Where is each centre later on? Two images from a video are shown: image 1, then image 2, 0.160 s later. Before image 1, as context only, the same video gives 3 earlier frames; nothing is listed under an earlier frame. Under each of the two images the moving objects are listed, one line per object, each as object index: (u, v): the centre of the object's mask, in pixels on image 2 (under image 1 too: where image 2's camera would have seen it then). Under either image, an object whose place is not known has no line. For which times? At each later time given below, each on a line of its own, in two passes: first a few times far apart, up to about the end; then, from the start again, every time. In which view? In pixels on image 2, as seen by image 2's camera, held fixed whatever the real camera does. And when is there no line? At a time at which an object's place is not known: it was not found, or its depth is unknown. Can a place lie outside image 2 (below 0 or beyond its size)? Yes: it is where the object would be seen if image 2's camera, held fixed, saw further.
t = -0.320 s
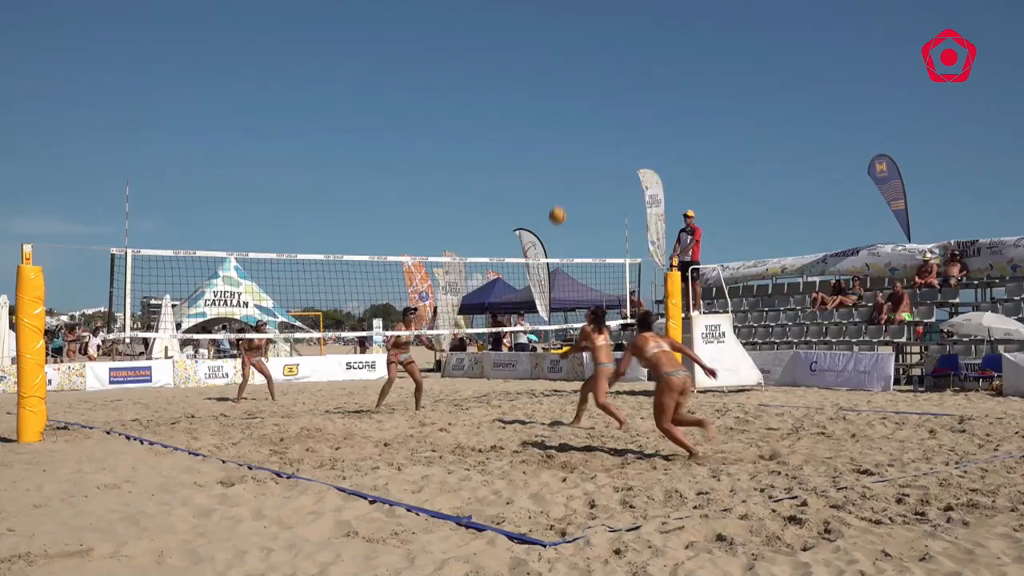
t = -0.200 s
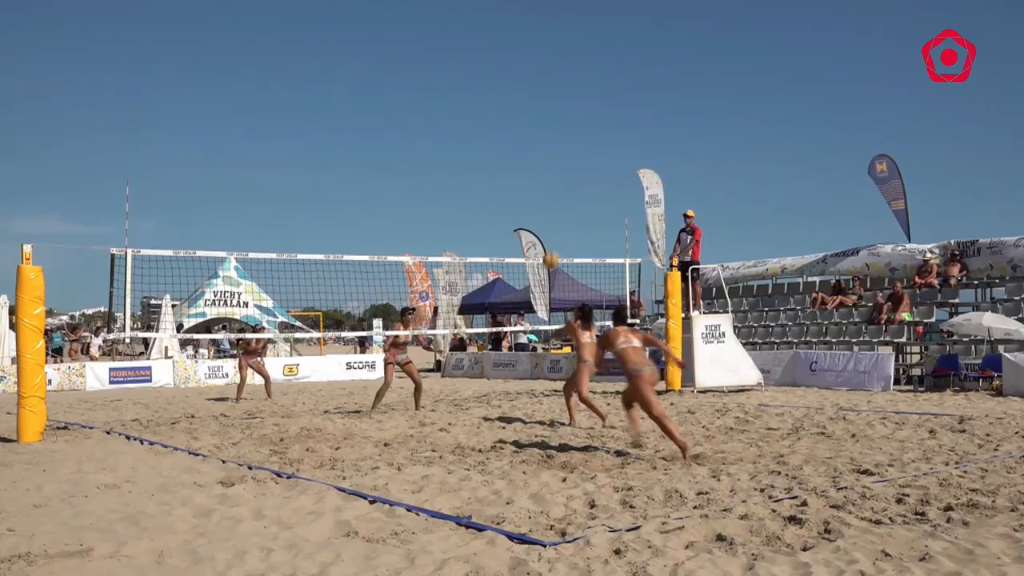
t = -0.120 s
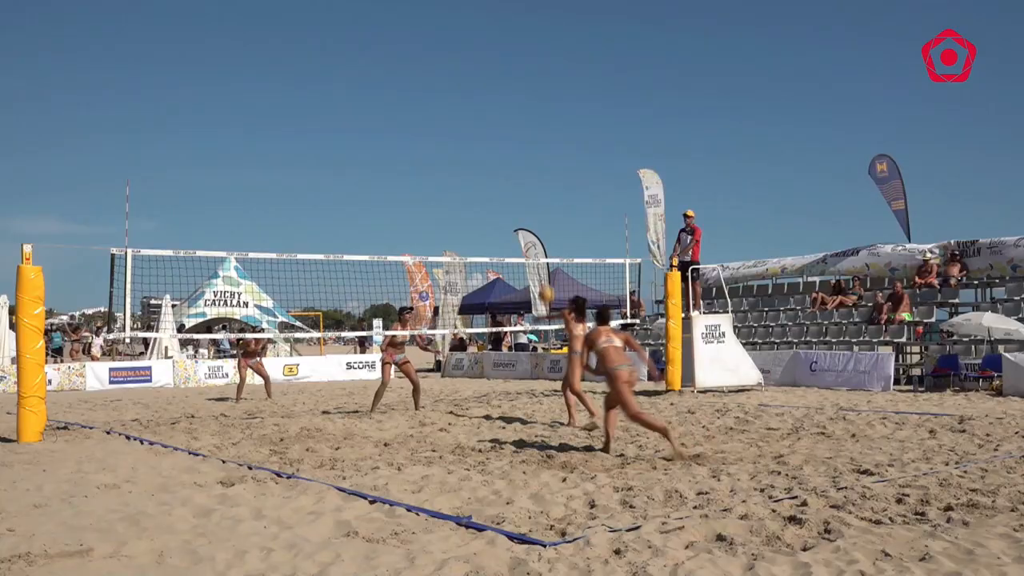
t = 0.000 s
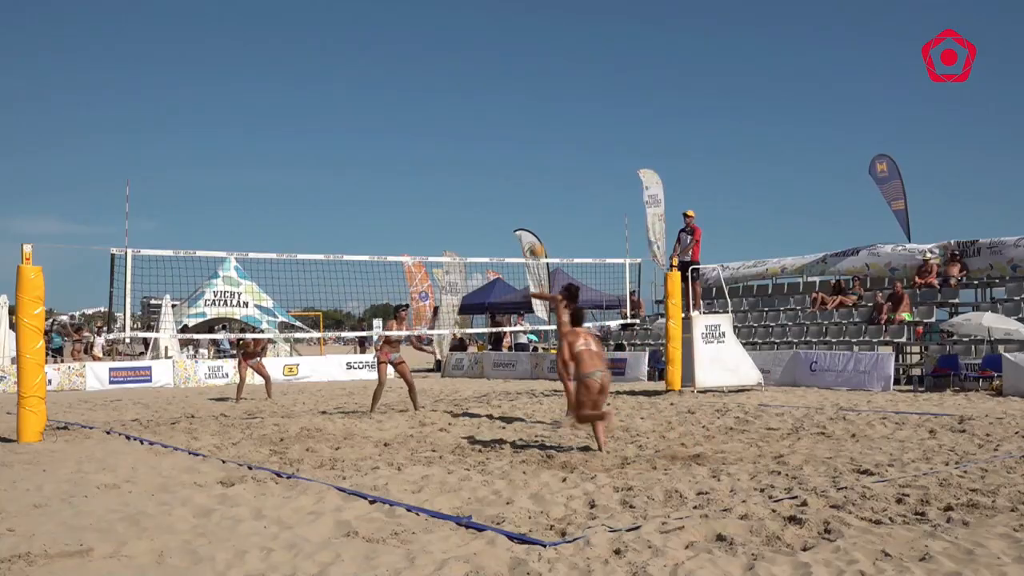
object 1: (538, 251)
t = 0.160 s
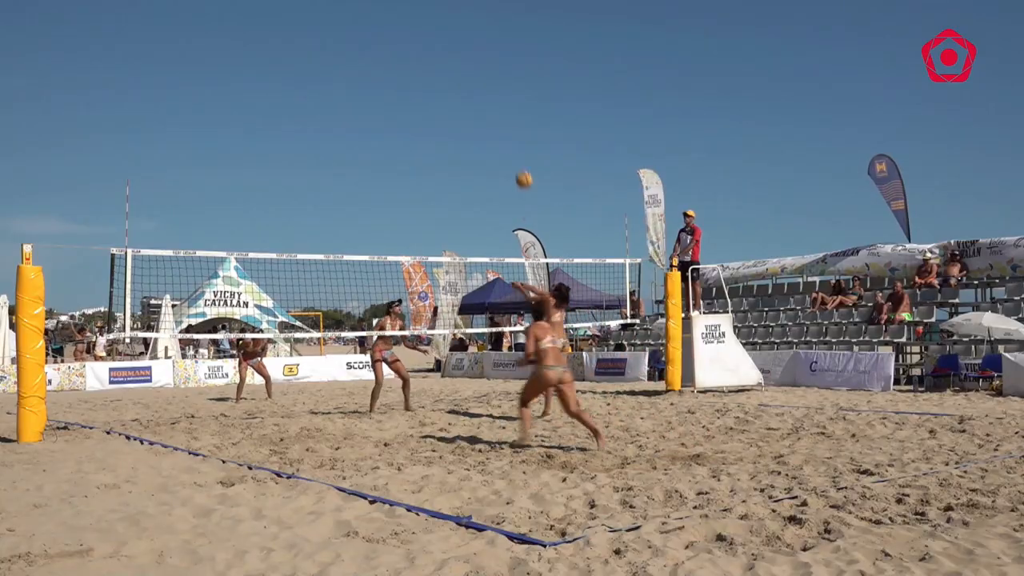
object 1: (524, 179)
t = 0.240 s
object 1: (518, 151)
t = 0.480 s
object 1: (500, 97)
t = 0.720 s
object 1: (484, 86)
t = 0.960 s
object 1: (469, 115)
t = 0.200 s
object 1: (521, 165)
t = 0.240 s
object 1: (518, 151)
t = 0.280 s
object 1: (515, 139)
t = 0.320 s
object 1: (512, 129)
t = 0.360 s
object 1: (509, 119)
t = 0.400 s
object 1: (506, 110)
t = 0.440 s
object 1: (503, 103)
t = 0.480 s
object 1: (500, 97)
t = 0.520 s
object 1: (497, 93)
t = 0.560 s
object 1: (495, 89)
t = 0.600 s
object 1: (492, 86)
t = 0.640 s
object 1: (490, 85)
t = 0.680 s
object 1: (487, 85)
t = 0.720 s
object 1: (484, 86)
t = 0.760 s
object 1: (481, 88)
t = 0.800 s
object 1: (479, 91)
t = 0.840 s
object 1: (476, 95)
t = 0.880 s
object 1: (474, 101)
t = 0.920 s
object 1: (471, 107)
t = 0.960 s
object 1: (469, 115)
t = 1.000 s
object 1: (467, 124)
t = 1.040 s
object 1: (464, 135)
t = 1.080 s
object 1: (462, 146)
